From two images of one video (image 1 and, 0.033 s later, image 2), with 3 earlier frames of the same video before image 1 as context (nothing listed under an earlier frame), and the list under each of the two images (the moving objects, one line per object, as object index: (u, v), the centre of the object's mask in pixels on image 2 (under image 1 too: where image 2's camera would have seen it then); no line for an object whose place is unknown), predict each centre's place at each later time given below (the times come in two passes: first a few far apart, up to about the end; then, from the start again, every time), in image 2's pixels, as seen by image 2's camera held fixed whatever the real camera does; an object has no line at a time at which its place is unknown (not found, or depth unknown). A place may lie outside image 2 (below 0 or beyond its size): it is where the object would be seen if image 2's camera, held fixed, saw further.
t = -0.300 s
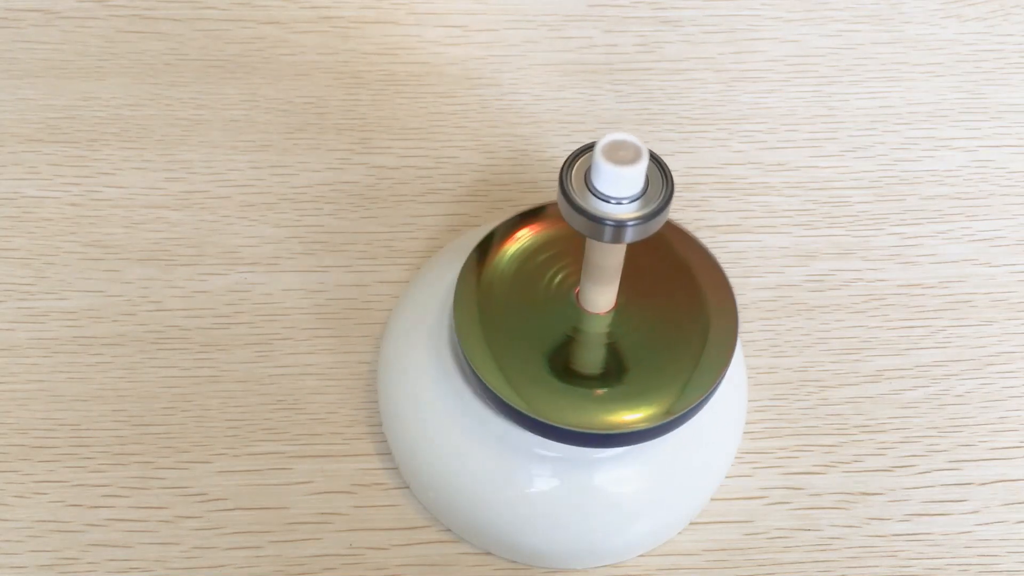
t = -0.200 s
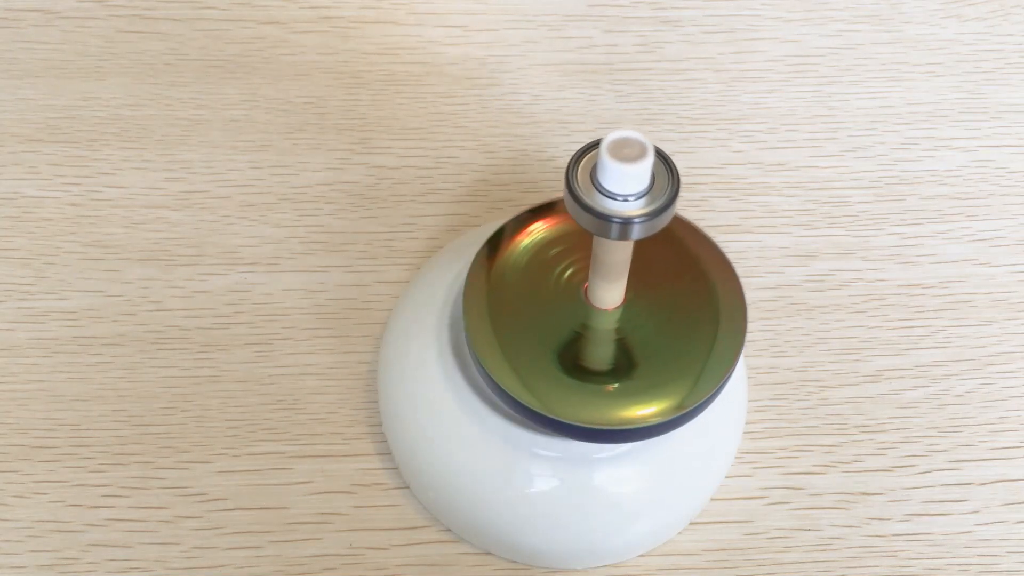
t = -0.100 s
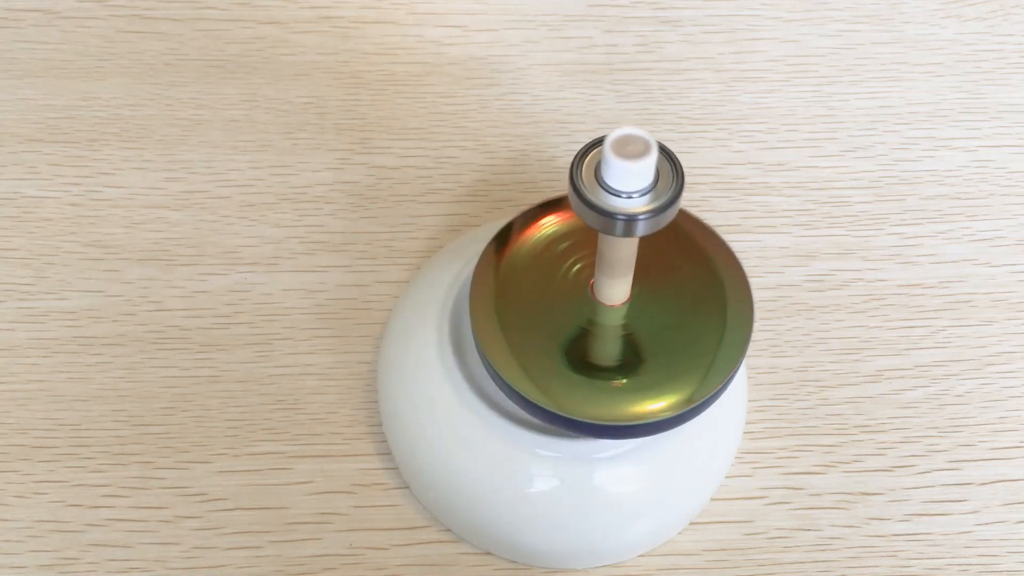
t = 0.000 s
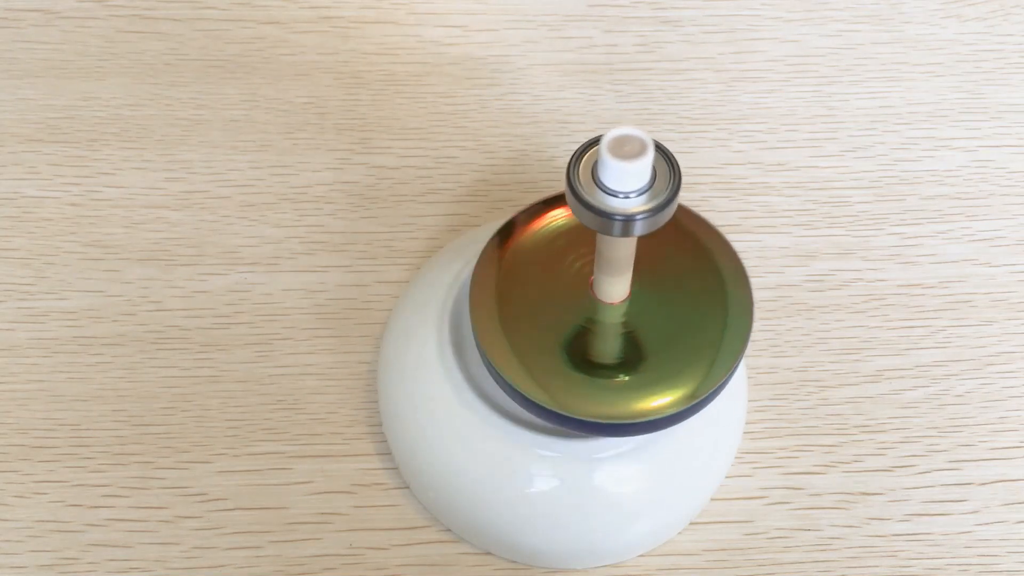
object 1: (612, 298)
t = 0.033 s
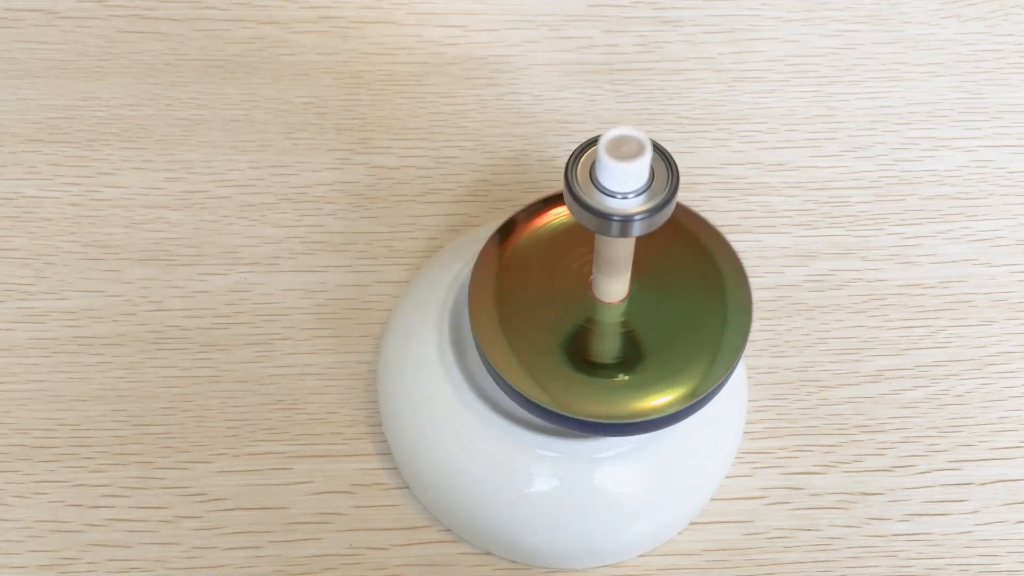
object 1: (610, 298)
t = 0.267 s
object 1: (602, 295)
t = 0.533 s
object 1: (594, 287)
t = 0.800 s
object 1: (569, 280)
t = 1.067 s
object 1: (540, 302)
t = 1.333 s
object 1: (563, 310)
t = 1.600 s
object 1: (586, 322)
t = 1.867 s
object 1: (606, 305)
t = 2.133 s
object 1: (608, 297)
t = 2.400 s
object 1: (600, 302)
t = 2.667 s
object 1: (595, 295)
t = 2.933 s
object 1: (596, 301)
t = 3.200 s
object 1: (593, 330)
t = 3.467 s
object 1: (571, 323)
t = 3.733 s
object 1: (587, 303)
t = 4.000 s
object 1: (614, 301)
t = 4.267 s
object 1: (599, 295)
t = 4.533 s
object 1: (596, 296)
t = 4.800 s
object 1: (603, 307)
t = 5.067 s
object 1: (589, 326)
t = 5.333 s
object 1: (566, 317)
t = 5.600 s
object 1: (580, 307)
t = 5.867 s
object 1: (598, 311)
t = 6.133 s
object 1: (595, 306)
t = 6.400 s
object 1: (594, 310)
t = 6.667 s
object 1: (576, 325)
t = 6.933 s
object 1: (557, 312)
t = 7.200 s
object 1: (554, 299)
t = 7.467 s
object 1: (558, 299)
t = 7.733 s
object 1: (556, 308)
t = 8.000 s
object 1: (549, 302)
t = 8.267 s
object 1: (555, 289)
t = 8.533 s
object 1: (557, 303)
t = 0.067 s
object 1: (609, 298)
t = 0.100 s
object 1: (608, 298)
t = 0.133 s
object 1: (606, 297)
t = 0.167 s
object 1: (605, 297)
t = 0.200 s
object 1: (603, 297)
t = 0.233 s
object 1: (603, 296)
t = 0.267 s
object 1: (602, 295)
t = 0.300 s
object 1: (600, 294)
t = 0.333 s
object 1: (599, 294)
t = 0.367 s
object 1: (598, 293)
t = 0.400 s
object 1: (597, 292)
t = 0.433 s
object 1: (596, 295)
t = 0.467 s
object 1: (596, 290)
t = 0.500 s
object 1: (595, 288)
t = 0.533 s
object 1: (594, 287)
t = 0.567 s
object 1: (592, 286)
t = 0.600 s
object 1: (590, 287)
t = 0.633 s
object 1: (588, 286)
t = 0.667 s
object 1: (586, 284)
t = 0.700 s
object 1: (583, 283)
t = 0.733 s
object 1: (579, 281)
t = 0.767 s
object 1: (574, 281)
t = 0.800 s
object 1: (569, 280)
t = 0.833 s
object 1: (564, 281)
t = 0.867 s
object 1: (558, 282)
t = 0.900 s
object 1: (553, 284)
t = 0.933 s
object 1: (549, 286)
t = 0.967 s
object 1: (545, 290)
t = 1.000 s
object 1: (542, 294)
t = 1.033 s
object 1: (541, 297)
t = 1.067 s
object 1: (540, 302)
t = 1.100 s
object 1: (544, 302)
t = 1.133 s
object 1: (546, 304)
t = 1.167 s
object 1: (547, 310)
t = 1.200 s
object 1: (551, 307)
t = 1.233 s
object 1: (554, 307)
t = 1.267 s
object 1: (557, 308)
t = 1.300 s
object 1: (560, 309)
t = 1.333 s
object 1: (563, 310)
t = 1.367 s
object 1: (566, 311)
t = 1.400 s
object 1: (568, 312)
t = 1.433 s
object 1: (570, 319)
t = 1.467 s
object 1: (573, 320)
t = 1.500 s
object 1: (577, 320)
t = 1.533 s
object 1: (580, 321)
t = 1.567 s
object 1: (583, 322)
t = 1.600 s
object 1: (586, 322)
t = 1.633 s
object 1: (589, 321)
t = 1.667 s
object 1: (592, 321)
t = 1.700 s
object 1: (595, 320)
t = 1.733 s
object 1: (597, 318)
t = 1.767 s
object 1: (599, 316)
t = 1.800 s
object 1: (601, 314)
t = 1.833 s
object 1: (603, 312)
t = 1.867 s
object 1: (606, 305)
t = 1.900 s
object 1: (607, 303)
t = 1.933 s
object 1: (609, 301)
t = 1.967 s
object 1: (610, 300)
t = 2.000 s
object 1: (610, 299)
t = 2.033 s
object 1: (610, 298)
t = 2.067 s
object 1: (610, 298)
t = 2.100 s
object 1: (609, 300)
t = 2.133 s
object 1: (608, 297)
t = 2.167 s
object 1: (606, 298)
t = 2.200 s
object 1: (607, 300)
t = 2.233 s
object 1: (605, 298)
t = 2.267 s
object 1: (603, 298)
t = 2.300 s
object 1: (604, 301)
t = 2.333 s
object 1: (602, 298)
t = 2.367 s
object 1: (602, 301)
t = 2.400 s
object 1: (600, 302)
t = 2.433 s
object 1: (600, 297)
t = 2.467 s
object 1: (598, 300)
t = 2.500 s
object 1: (597, 300)
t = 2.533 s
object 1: (597, 298)
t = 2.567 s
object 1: (596, 298)
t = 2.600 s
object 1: (596, 295)
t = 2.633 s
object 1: (595, 295)
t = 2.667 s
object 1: (595, 295)
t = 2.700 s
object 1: (595, 295)
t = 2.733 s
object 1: (594, 295)
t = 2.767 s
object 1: (594, 296)
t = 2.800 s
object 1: (594, 295)
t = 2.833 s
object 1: (595, 296)
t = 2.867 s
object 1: (595, 297)
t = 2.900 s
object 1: (596, 299)
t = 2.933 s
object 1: (596, 301)
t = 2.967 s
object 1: (597, 304)
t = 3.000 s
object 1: (599, 308)
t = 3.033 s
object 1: (600, 312)
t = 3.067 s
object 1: (601, 315)
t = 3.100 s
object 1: (600, 319)
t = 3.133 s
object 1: (599, 322)
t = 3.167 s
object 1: (597, 325)
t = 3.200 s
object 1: (593, 330)
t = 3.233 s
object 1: (591, 328)
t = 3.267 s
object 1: (588, 329)
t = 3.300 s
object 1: (584, 329)
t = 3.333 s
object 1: (581, 328)
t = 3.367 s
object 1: (577, 326)
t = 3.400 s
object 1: (575, 324)
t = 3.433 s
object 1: (572, 327)
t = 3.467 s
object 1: (571, 323)
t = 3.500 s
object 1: (570, 320)
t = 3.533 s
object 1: (570, 317)
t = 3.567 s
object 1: (571, 313)
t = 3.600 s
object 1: (573, 311)
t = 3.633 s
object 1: (575, 309)
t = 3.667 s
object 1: (578, 309)
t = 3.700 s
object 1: (582, 308)
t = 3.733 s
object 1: (587, 303)
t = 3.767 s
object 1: (591, 310)
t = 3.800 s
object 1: (596, 305)
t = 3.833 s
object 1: (600, 306)
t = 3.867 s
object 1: (606, 305)
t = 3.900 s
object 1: (610, 304)
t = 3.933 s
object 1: (613, 303)
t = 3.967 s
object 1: (614, 302)
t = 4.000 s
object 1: (614, 301)
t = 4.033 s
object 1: (613, 303)
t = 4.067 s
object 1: (612, 301)
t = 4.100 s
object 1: (610, 296)
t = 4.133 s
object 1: (608, 296)
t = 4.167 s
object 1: (605, 295)
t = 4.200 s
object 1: (603, 295)
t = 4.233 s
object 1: (601, 295)
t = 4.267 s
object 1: (599, 295)
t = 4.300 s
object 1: (598, 295)
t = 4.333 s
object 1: (597, 295)
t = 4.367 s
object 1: (596, 294)
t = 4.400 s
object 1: (595, 294)
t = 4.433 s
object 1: (594, 298)
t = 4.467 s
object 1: (595, 298)
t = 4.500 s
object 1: (595, 297)
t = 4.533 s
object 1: (596, 296)
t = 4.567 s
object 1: (596, 296)
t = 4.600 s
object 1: (597, 297)
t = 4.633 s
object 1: (598, 298)
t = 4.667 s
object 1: (599, 299)
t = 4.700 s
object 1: (600, 300)
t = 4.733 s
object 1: (601, 303)
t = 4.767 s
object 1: (602, 305)
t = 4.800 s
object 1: (603, 307)
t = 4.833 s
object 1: (604, 310)
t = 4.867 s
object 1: (604, 314)
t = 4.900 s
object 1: (603, 317)
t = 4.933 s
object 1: (602, 318)
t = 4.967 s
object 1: (600, 321)
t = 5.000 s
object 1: (596, 323)
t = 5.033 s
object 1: (593, 322)
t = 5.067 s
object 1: (589, 326)
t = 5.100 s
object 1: (585, 327)
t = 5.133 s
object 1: (581, 326)
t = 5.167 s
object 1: (577, 326)
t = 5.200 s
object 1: (575, 319)
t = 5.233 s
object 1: (571, 323)
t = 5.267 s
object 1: (569, 321)
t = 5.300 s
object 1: (567, 319)
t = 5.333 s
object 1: (566, 317)
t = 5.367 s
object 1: (567, 309)
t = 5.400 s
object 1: (567, 308)
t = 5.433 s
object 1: (568, 306)
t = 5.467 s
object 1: (569, 311)
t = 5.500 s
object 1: (572, 305)
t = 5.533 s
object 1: (574, 305)
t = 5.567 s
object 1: (577, 306)
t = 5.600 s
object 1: (580, 307)
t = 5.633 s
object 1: (583, 308)
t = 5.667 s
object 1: (587, 310)
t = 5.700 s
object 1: (590, 311)
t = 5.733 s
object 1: (593, 311)
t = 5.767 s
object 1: (595, 312)
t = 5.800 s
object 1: (597, 312)
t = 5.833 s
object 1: (598, 312)
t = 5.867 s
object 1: (598, 311)
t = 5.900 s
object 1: (597, 310)
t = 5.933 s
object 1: (597, 309)
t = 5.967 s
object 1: (596, 308)
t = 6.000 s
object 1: (596, 307)
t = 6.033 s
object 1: (595, 306)
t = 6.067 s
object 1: (595, 306)
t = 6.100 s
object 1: (595, 306)
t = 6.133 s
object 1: (595, 306)
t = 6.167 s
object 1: (596, 306)
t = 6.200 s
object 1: (595, 306)
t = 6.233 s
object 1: (595, 306)
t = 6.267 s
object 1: (595, 306)
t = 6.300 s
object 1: (595, 307)
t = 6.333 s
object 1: (595, 307)
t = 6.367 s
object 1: (595, 308)
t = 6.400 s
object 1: (594, 310)
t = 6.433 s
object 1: (594, 311)
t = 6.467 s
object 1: (592, 313)
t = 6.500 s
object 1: (590, 315)
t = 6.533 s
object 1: (588, 317)
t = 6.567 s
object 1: (586, 318)
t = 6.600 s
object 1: (583, 319)
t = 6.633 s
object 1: (580, 320)
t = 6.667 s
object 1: (576, 325)
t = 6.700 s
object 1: (573, 324)
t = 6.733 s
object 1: (569, 324)
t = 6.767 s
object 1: (567, 322)
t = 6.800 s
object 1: (564, 322)
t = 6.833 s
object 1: (562, 320)
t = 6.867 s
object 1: (560, 319)
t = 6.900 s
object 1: (559, 313)
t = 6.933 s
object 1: (557, 312)
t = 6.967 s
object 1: (556, 311)
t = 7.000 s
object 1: (554, 310)
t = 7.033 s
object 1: (553, 309)
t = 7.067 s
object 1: (553, 307)
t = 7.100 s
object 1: (553, 305)
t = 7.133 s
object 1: (553, 303)
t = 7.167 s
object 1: (553, 301)
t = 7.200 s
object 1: (554, 299)
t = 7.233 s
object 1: (555, 297)
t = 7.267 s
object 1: (556, 296)
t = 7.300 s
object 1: (557, 295)
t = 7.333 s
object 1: (558, 295)
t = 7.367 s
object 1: (557, 296)
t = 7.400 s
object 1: (557, 297)
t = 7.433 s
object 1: (557, 298)
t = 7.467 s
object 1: (558, 299)
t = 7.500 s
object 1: (558, 301)
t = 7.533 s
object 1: (558, 302)
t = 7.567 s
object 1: (559, 303)
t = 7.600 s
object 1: (558, 305)
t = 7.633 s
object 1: (558, 305)
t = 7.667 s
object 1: (557, 306)
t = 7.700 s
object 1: (557, 307)
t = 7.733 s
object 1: (556, 308)
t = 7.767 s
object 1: (555, 308)
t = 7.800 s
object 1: (554, 308)
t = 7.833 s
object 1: (553, 308)
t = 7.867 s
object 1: (552, 307)
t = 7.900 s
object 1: (551, 306)
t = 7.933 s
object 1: (549, 305)
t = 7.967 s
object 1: (549, 304)
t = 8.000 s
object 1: (549, 302)
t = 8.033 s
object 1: (549, 300)
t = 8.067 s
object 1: (549, 298)
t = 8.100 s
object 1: (550, 296)
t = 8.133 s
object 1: (551, 294)
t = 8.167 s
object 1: (551, 291)
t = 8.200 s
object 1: (552, 290)
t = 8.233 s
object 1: (554, 289)
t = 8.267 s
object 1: (555, 289)
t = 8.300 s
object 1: (556, 291)
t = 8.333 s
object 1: (558, 291)
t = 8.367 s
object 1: (558, 292)
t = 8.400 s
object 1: (558, 293)
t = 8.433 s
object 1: (558, 295)
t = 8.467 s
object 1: (558, 298)
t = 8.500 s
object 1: (558, 300)
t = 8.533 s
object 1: (557, 303)
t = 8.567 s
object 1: (557, 306)
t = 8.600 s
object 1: (556, 308)
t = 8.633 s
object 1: (554, 309)
